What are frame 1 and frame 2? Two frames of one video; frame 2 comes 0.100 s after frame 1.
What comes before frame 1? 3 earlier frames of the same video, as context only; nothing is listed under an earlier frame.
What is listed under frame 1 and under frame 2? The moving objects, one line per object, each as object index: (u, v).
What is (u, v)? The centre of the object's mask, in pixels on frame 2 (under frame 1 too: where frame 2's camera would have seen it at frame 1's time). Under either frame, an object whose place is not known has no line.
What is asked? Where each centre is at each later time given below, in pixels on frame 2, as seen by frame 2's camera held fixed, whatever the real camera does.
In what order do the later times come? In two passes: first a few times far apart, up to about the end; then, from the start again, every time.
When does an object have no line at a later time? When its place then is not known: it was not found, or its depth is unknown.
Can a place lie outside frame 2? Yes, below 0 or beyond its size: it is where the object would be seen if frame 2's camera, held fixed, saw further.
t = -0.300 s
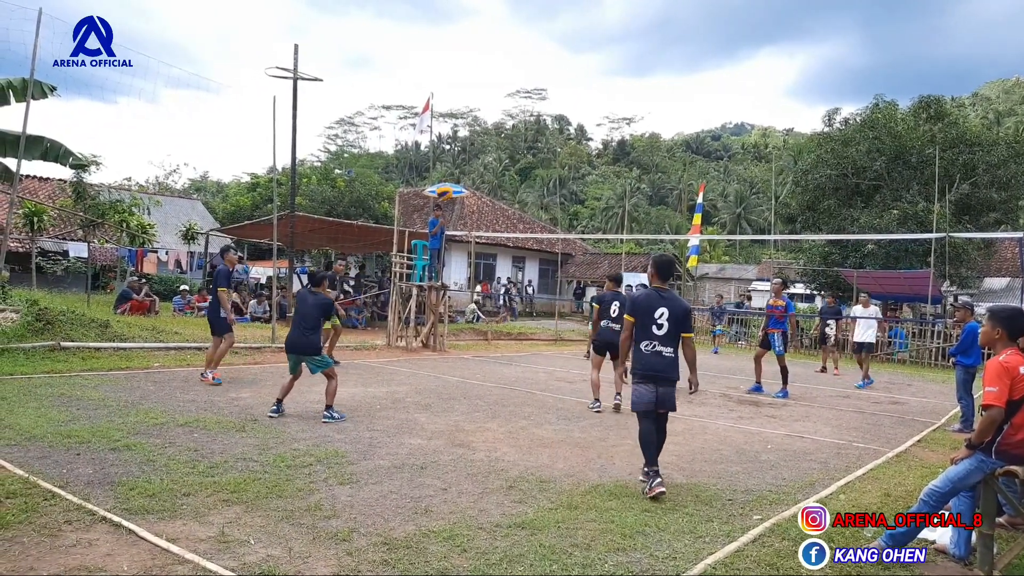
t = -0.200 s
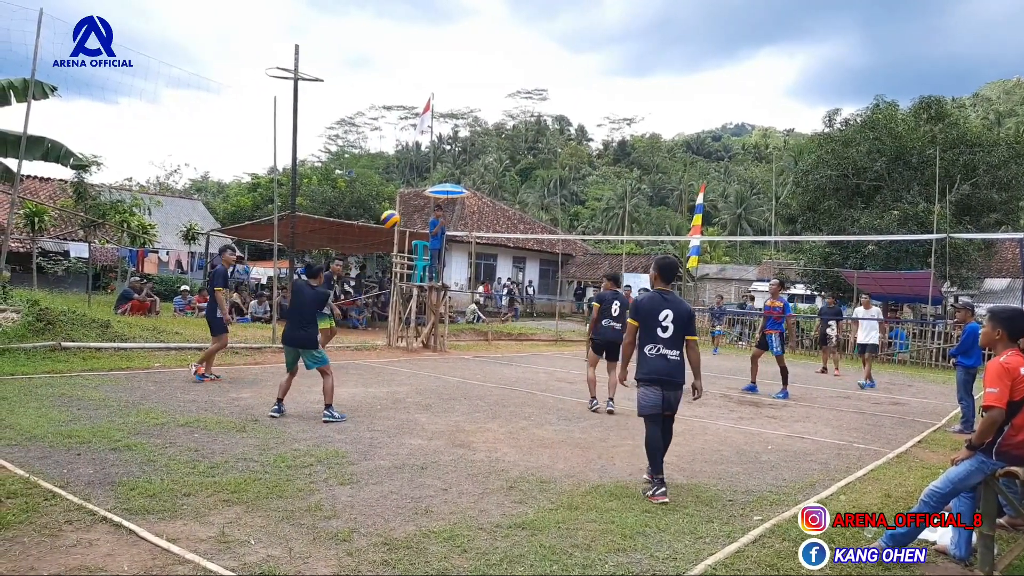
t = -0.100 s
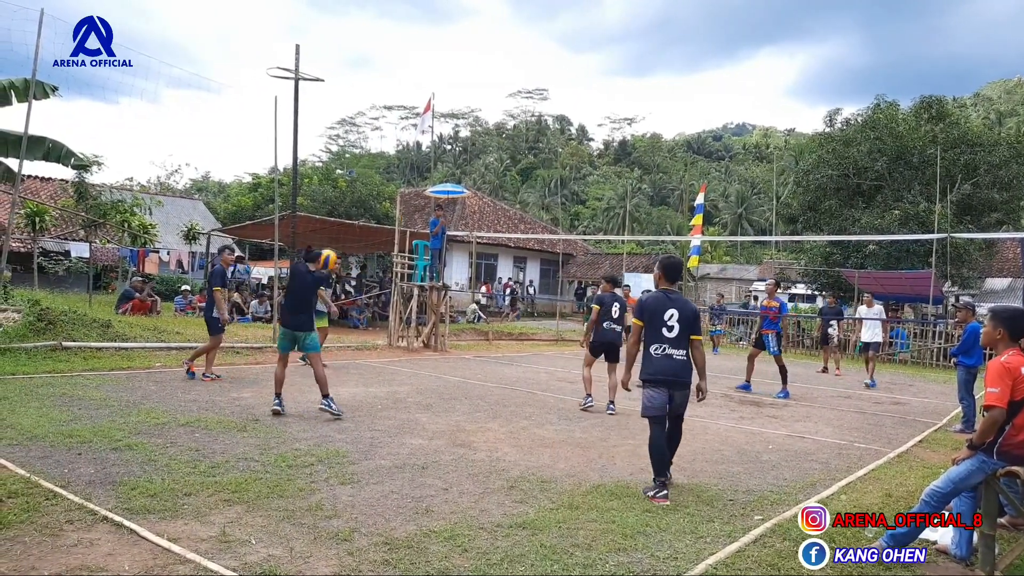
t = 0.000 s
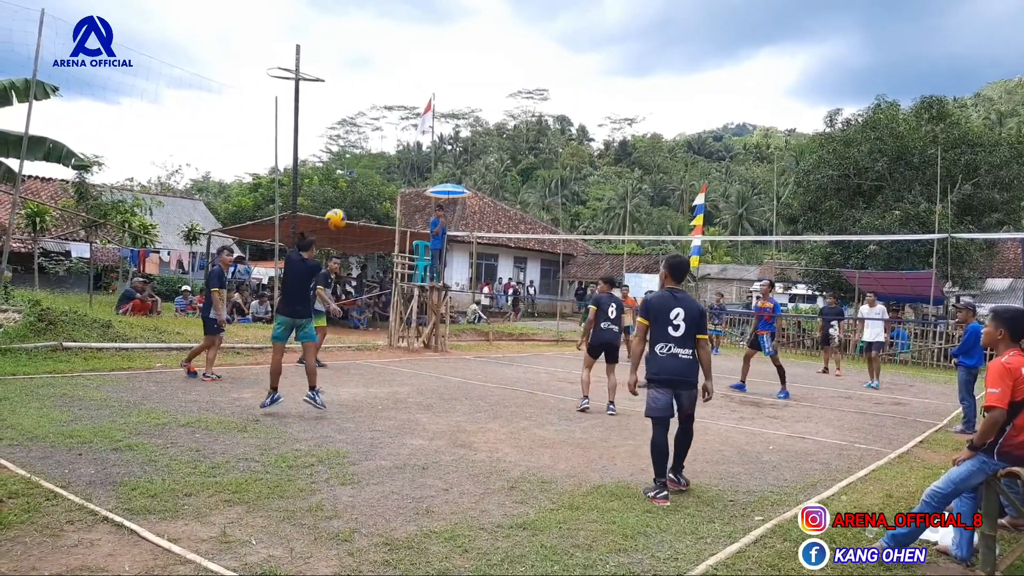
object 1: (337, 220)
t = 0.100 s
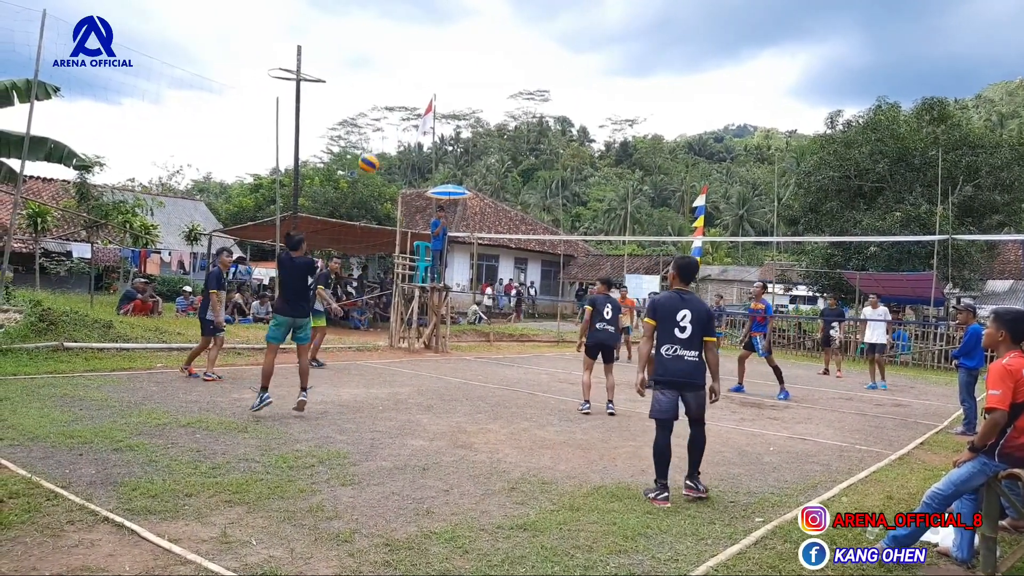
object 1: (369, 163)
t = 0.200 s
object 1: (398, 118)
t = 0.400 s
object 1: (449, 62)
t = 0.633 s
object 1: (500, 42)
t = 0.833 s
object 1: (536, 59)
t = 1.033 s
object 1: (567, 103)
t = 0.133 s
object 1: (379, 147)
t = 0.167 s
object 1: (389, 132)
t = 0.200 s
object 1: (398, 118)
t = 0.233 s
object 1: (407, 107)
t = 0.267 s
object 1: (417, 95)
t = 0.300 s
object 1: (425, 85)
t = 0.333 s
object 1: (433, 76)
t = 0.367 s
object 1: (442, 68)
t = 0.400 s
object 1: (449, 62)
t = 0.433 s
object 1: (457, 56)
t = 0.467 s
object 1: (465, 51)
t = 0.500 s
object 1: (472, 47)
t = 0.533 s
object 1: (479, 45)
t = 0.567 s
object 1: (486, 43)
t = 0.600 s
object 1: (493, 42)
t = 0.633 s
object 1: (500, 42)
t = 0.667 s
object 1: (506, 43)
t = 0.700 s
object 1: (512, 45)
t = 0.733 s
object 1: (518, 47)
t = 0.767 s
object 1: (525, 50)
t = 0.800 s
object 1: (530, 54)
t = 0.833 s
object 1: (536, 59)
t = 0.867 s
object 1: (542, 65)
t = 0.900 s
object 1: (547, 71)
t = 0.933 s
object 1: (552, 78)
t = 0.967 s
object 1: (557, 86)
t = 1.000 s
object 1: (562, 94)
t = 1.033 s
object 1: (567, 103)
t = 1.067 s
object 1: (571, 113)
